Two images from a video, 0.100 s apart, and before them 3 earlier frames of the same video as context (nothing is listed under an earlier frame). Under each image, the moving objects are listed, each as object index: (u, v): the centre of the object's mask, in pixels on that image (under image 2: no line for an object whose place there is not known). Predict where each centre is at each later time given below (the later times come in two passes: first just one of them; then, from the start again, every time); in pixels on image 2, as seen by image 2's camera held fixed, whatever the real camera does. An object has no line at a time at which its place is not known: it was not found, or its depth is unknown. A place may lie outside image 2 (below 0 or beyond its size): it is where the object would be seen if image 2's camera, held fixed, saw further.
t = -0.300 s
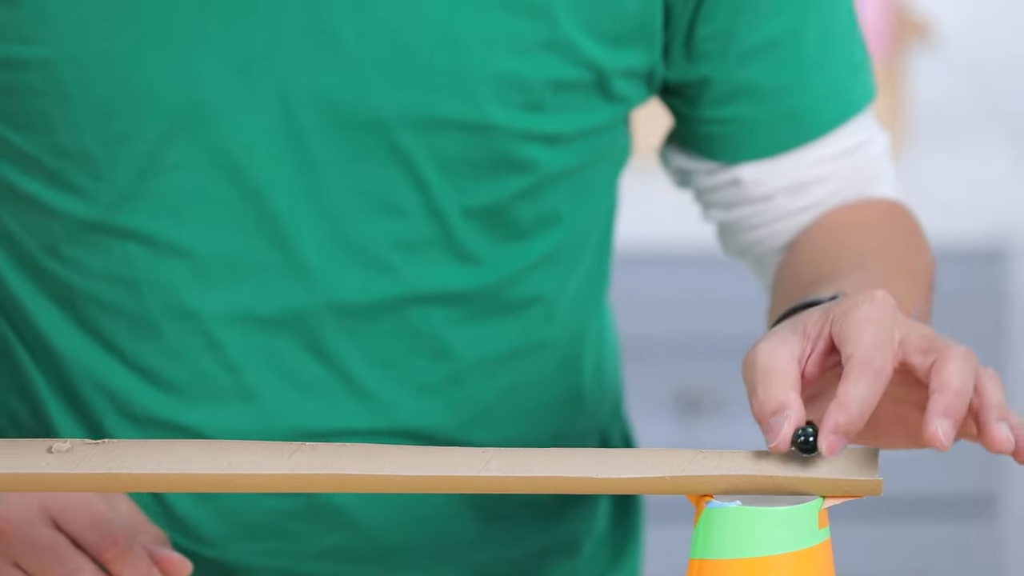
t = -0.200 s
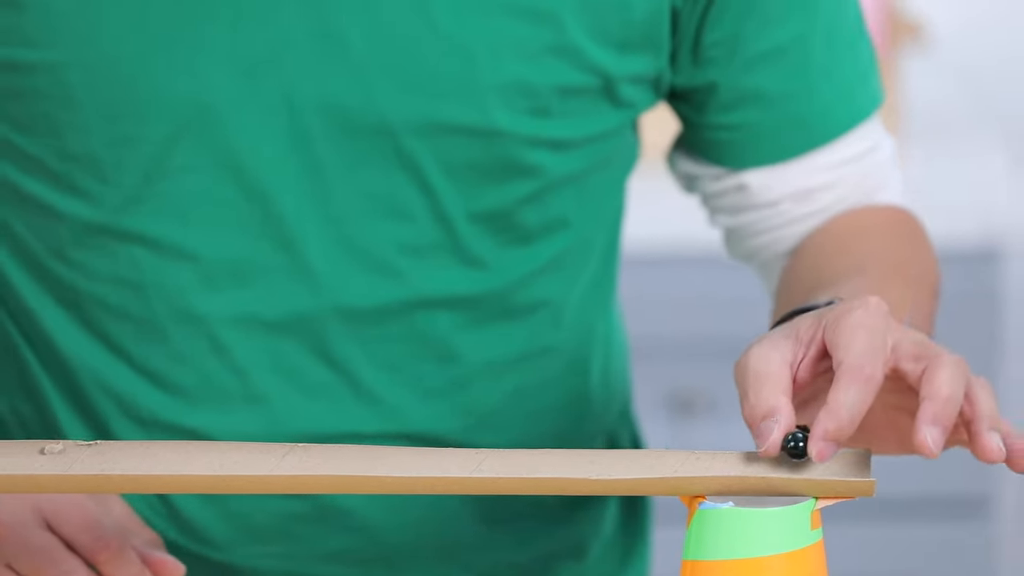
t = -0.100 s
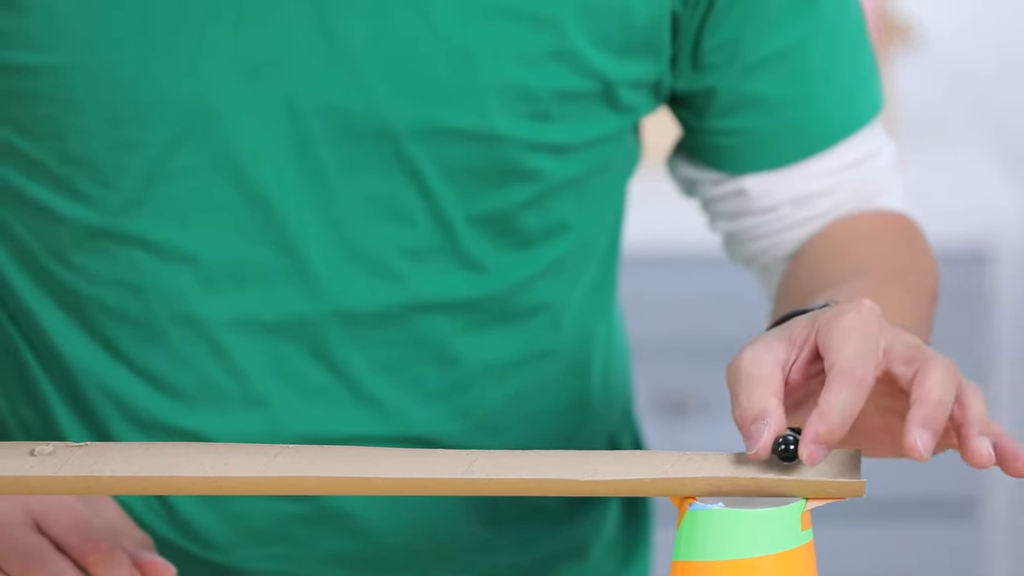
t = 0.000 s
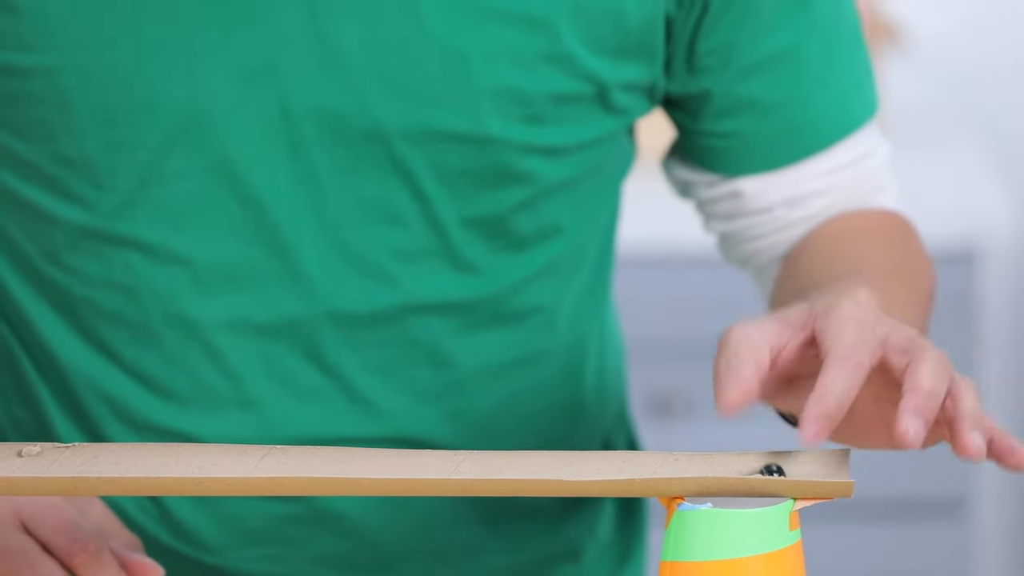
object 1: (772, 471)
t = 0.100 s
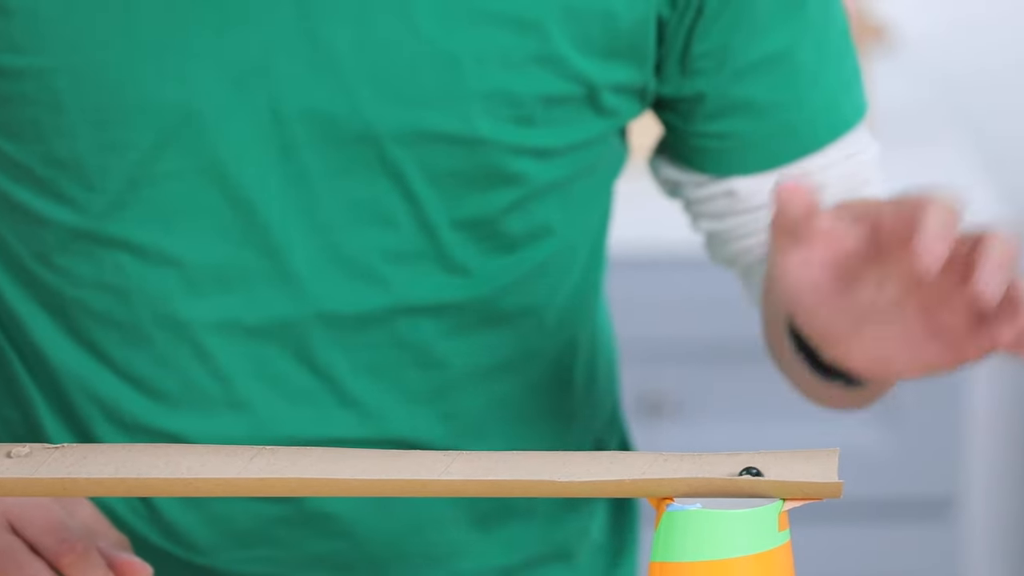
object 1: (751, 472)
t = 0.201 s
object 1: (735, 473)
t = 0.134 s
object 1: (746, 472)
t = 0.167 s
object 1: (739, 472)
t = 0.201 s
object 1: (735, 473)
